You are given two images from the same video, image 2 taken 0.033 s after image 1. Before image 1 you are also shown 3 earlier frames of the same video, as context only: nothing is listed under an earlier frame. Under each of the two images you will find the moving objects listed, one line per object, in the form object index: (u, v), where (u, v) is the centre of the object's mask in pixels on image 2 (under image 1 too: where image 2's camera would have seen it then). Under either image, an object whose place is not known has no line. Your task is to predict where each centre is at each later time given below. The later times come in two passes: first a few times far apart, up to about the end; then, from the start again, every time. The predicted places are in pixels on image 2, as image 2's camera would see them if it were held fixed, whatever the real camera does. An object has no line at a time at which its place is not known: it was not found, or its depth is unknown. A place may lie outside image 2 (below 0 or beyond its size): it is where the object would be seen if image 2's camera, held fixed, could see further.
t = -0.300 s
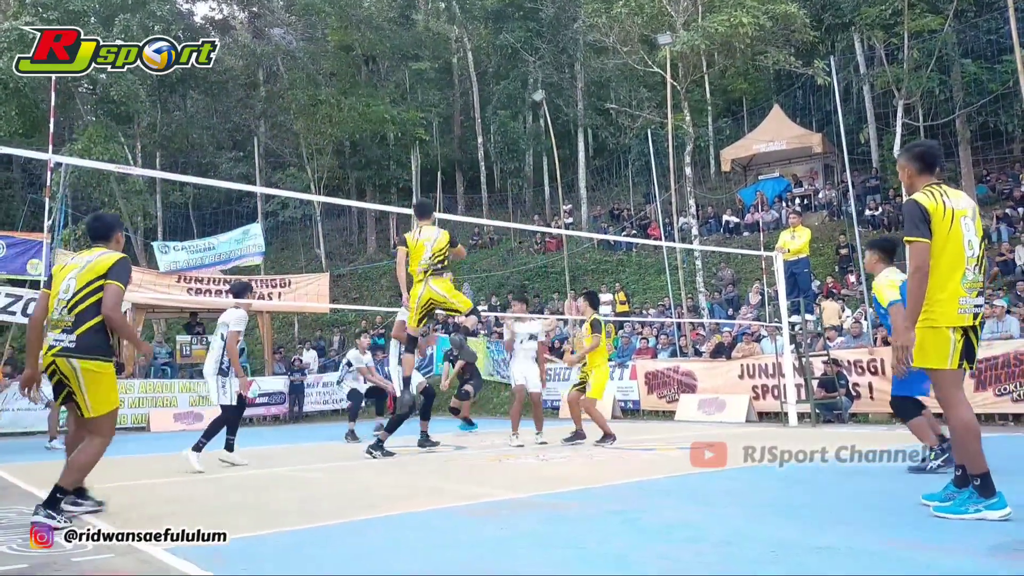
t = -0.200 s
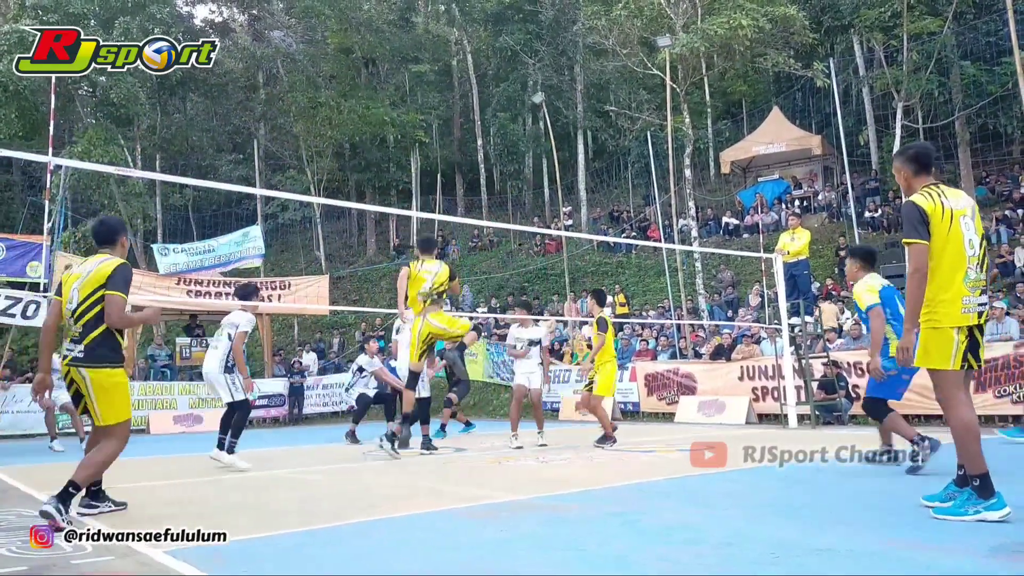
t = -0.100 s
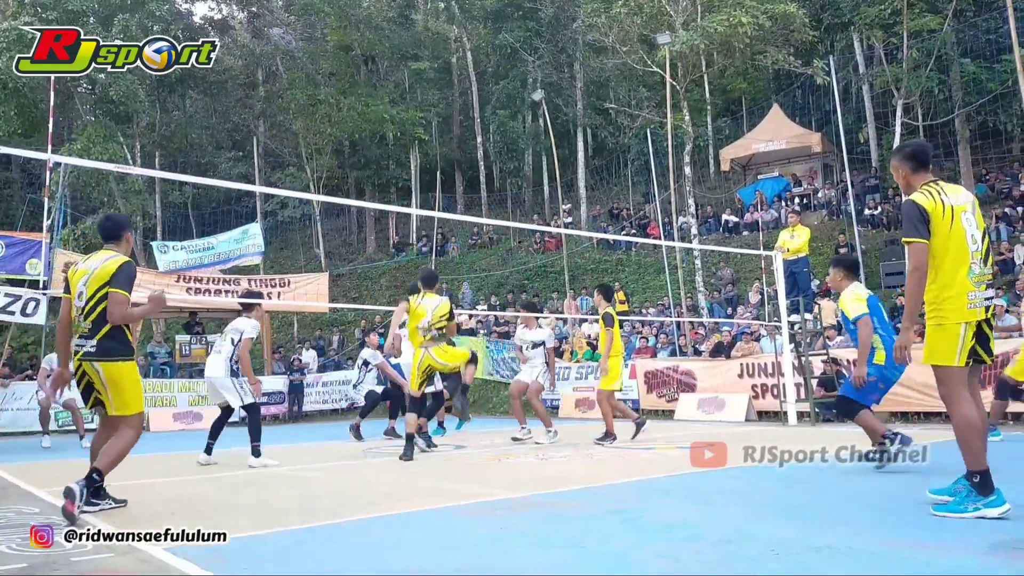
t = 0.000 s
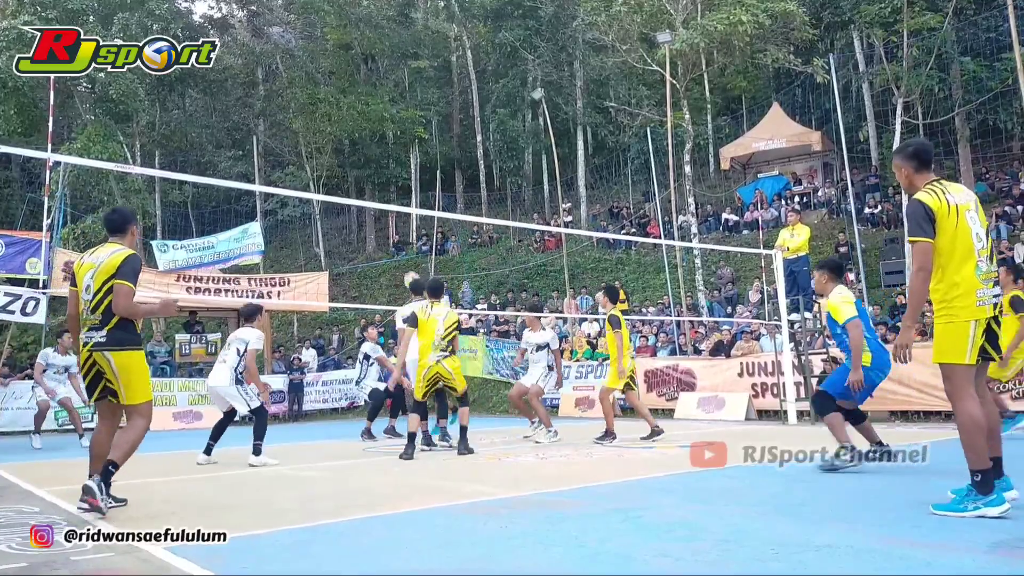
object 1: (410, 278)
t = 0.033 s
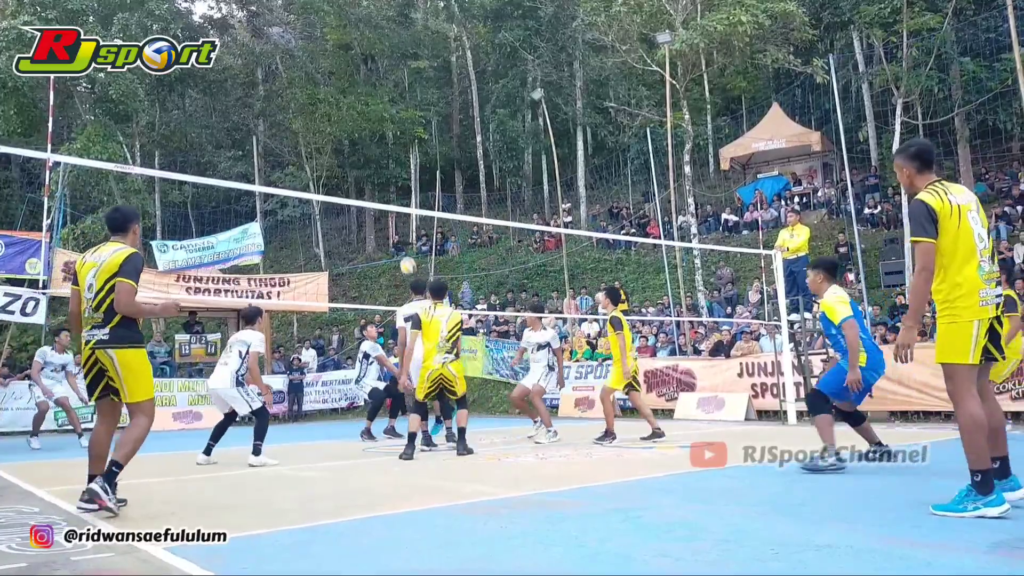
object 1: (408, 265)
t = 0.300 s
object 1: (376, 176)
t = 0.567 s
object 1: (343, 135)
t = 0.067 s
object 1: (403, 251)
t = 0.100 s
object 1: (400, 240)
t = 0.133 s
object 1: (396, 226)
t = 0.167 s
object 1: (392, 216)
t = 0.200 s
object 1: (388, 200)
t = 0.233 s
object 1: (384, 194)
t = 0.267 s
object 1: (380, 185)
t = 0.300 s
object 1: (376, 176)
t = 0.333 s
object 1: (372, 168)
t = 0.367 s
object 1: (368, 161)
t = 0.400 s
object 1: (364, 155)
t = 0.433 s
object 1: (359, 149)
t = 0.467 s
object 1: (356, 144)
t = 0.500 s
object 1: (351, 140)
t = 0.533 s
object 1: (347, 137)
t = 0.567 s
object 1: (343, 135)
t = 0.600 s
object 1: (338, 133)
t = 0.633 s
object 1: (334, 132)
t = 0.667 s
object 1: (329, 132)
